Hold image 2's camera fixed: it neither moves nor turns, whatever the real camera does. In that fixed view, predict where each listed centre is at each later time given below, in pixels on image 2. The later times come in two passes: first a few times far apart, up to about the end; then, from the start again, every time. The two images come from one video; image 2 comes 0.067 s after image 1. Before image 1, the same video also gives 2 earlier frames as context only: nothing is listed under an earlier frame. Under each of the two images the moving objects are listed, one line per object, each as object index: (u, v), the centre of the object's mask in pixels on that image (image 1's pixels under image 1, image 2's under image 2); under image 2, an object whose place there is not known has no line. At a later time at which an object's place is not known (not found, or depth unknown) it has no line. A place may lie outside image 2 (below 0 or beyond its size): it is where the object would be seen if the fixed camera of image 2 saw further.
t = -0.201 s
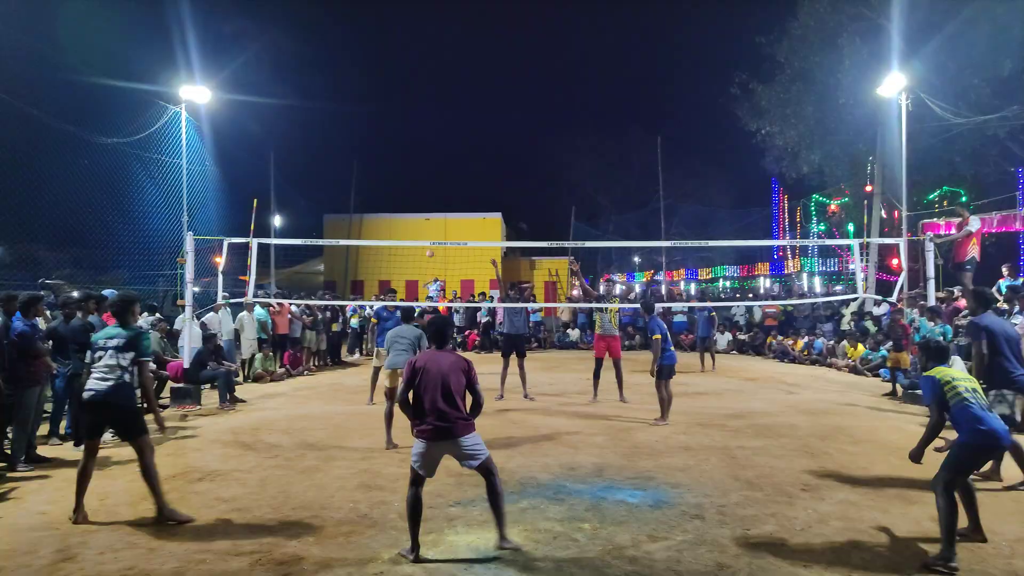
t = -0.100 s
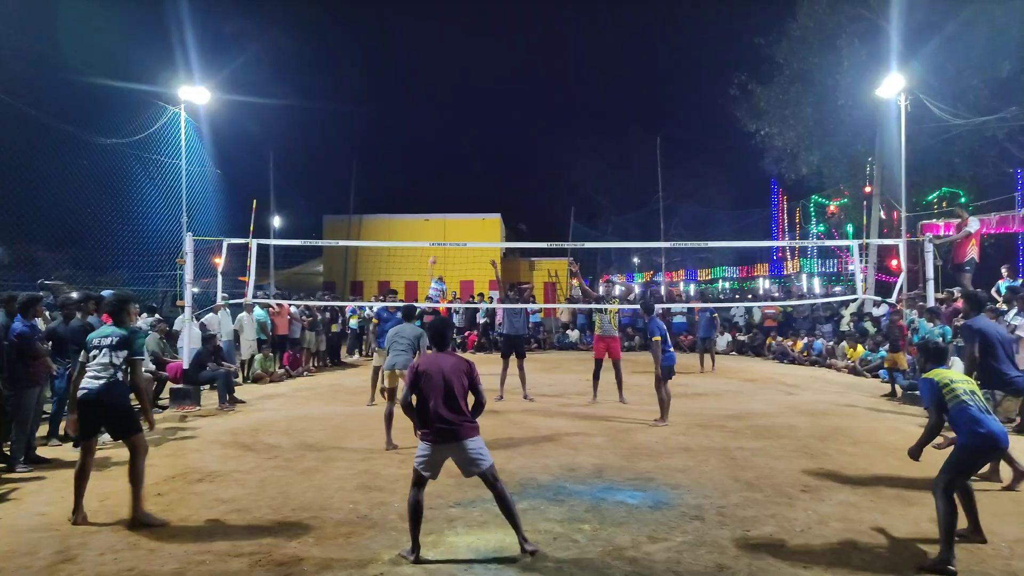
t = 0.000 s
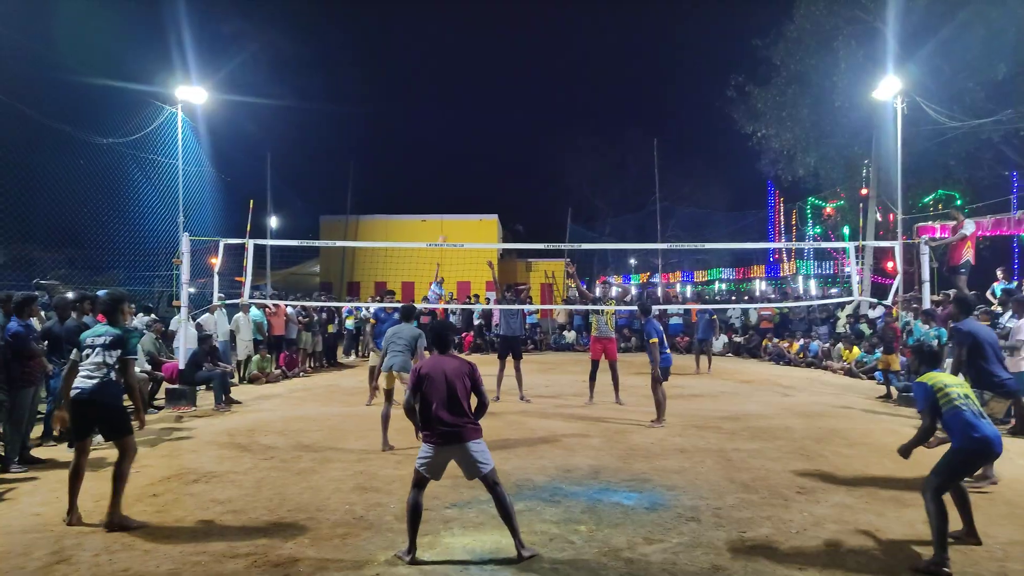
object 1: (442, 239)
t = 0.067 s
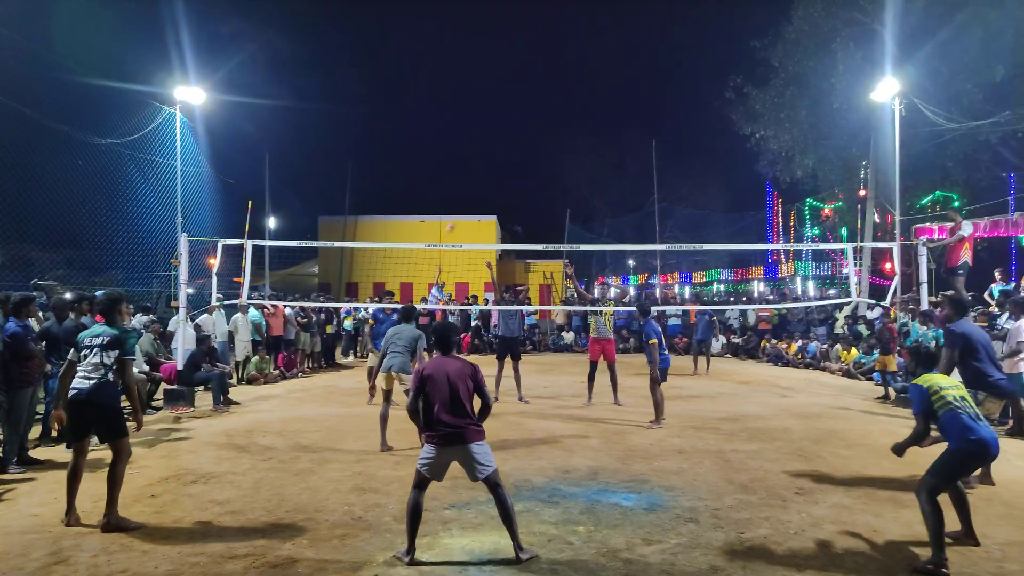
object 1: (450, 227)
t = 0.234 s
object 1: (479, 201)
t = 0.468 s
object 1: (530, 184)
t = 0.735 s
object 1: (612, 208)
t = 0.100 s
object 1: (456, 222)
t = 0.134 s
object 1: (461, 215)
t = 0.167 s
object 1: (467, 210)
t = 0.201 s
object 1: (473, 205)
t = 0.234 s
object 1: (479, 201)
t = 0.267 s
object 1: (485, 197)
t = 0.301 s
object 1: (492, 193)
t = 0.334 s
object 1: (499, 190)
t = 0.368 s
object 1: (506, 188)
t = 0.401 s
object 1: (514, 186)
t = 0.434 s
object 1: (522, 185)
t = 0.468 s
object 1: (530, 184)
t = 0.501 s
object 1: (539, 184)
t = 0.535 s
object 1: (548, 185)
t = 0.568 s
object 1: (557, 187)
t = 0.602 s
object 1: (567, 189)
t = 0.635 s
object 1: (577, 192)
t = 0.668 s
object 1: (589, 196)
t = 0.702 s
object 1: (600, 201)
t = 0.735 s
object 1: (612, 208)
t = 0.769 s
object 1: (625, 215)
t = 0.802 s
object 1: (638, 223)
